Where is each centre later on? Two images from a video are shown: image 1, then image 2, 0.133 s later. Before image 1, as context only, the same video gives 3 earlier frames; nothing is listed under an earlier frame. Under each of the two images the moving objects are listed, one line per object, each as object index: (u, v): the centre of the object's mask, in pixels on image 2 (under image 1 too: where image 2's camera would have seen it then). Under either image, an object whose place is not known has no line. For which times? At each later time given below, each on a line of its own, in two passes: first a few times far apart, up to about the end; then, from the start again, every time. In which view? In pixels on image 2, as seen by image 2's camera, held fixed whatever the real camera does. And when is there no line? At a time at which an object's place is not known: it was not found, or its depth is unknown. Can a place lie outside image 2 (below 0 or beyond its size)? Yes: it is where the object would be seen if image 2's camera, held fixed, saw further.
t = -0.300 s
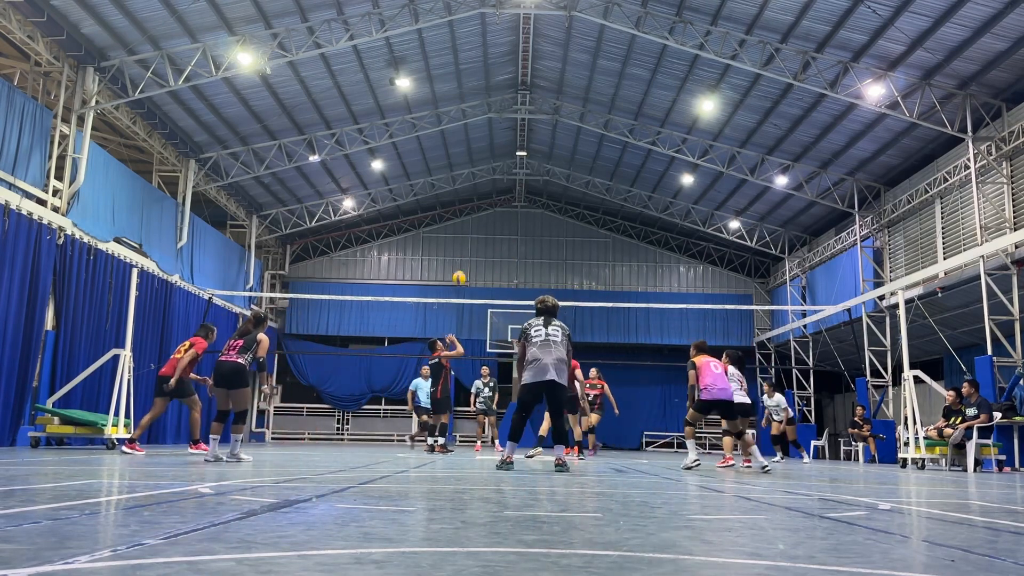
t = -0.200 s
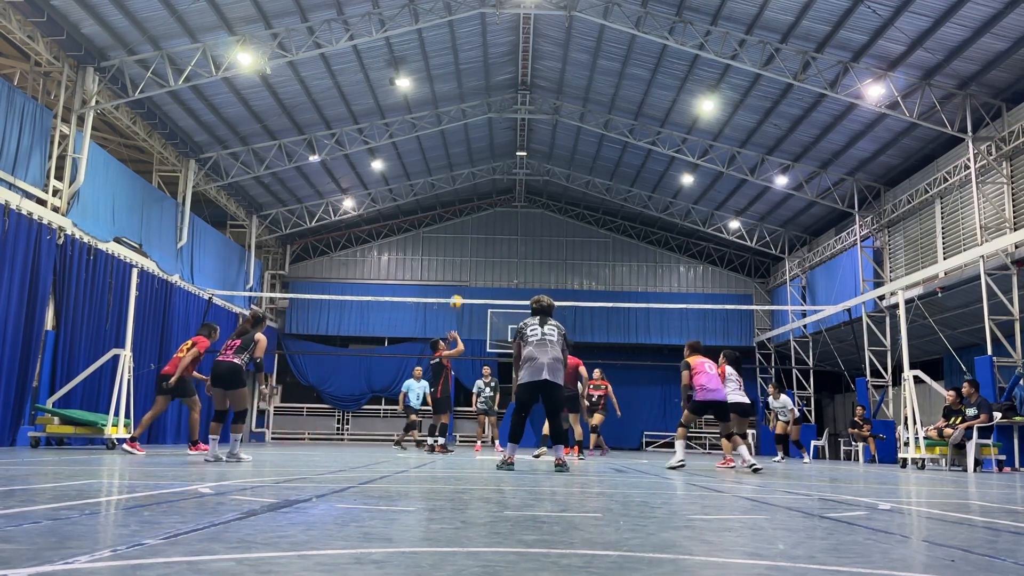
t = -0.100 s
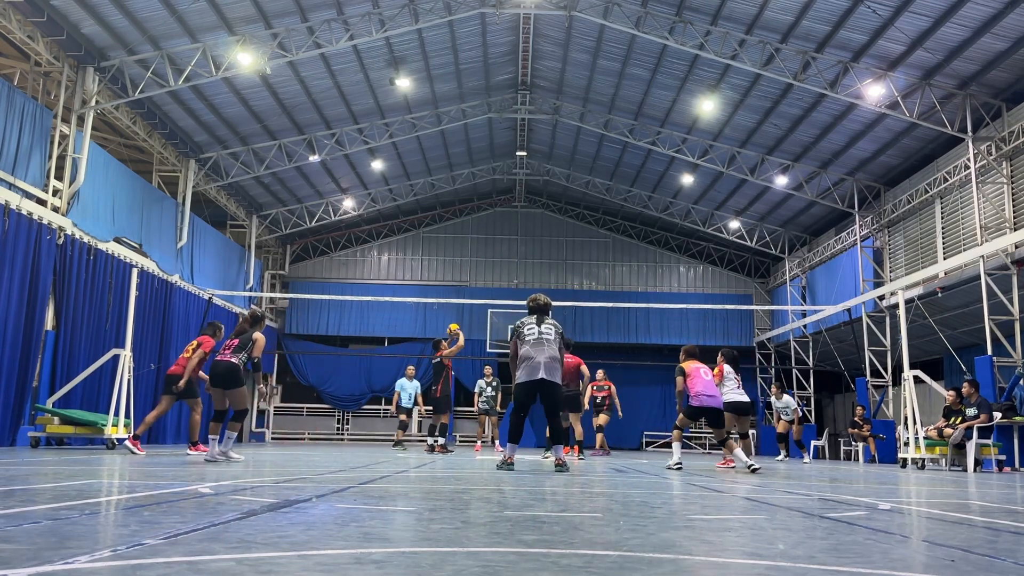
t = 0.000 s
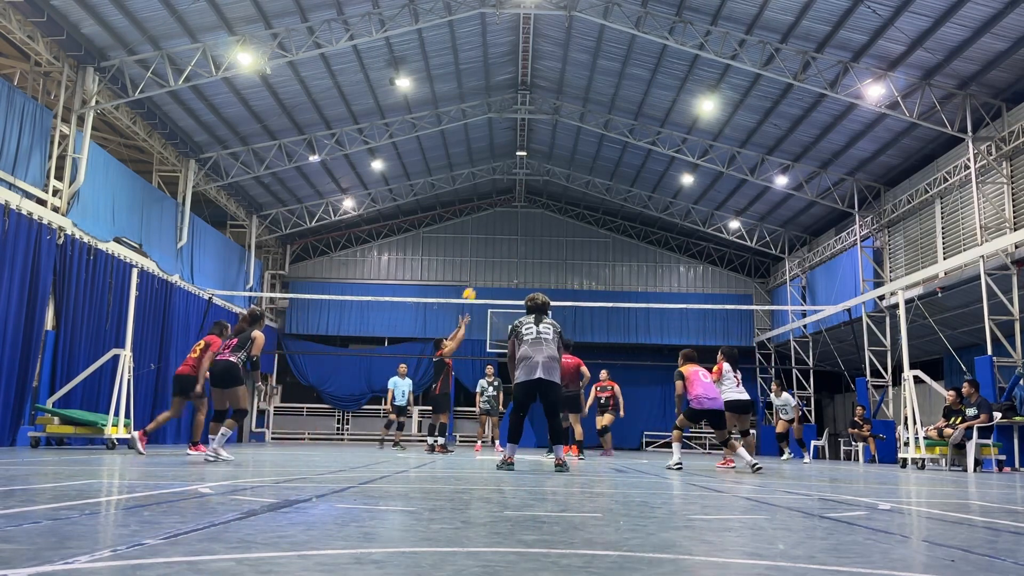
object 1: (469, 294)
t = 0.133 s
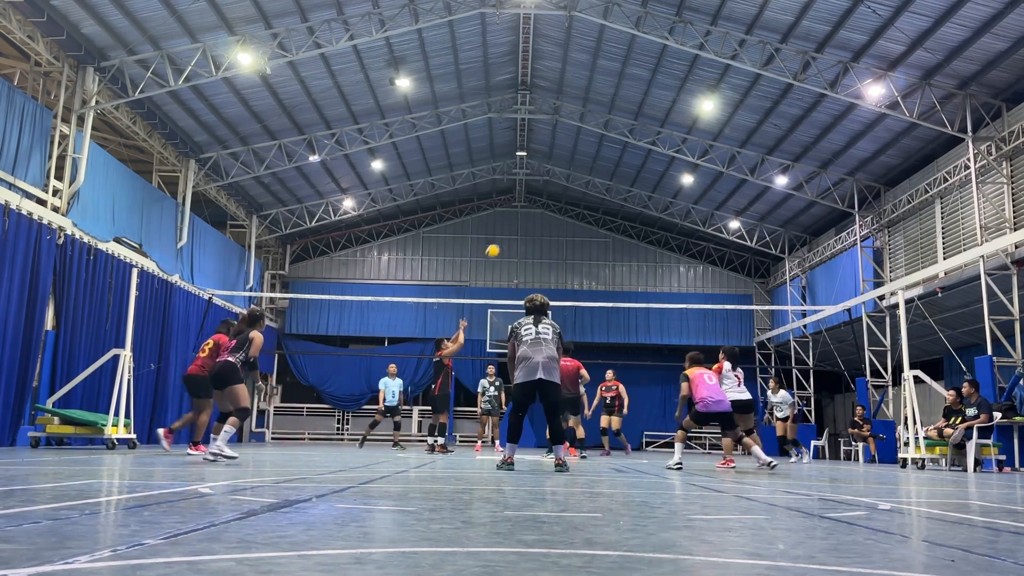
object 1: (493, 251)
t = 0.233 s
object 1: (510, 226)
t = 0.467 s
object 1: (547, 193)
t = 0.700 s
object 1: (583, 190)
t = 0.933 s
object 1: (617, 217)
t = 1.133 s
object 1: (645, 263)
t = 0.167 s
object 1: (498, 242)
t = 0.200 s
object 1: (504, 233)
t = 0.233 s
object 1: (510, 226)
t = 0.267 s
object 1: (516, 220)
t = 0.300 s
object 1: (521, 214)
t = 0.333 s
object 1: (526, 208)
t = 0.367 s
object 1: (532, 203)
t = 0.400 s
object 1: (537, 199)
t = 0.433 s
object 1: (542, 196)
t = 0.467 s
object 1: (547, 193)
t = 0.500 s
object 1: (553, 190)
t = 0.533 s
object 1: (558, 189)
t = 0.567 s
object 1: (563, 188)
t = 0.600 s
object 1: (568, 188)
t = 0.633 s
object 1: (573, 188)
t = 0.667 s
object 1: (578, 188)
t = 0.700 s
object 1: (583, 190)
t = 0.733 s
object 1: (588, 192)
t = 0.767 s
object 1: (593, 195)
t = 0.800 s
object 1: (598, 198)
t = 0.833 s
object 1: (602, 202)
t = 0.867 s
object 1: (607, 206)
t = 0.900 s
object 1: (612, 211)
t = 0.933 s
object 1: (617, 217)
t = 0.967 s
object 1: (621, 223)
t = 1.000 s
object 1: (626, 230)
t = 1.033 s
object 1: (631, 237)
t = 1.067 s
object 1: (635, 245)
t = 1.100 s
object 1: (640, 254)
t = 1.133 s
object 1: (645, 263)
